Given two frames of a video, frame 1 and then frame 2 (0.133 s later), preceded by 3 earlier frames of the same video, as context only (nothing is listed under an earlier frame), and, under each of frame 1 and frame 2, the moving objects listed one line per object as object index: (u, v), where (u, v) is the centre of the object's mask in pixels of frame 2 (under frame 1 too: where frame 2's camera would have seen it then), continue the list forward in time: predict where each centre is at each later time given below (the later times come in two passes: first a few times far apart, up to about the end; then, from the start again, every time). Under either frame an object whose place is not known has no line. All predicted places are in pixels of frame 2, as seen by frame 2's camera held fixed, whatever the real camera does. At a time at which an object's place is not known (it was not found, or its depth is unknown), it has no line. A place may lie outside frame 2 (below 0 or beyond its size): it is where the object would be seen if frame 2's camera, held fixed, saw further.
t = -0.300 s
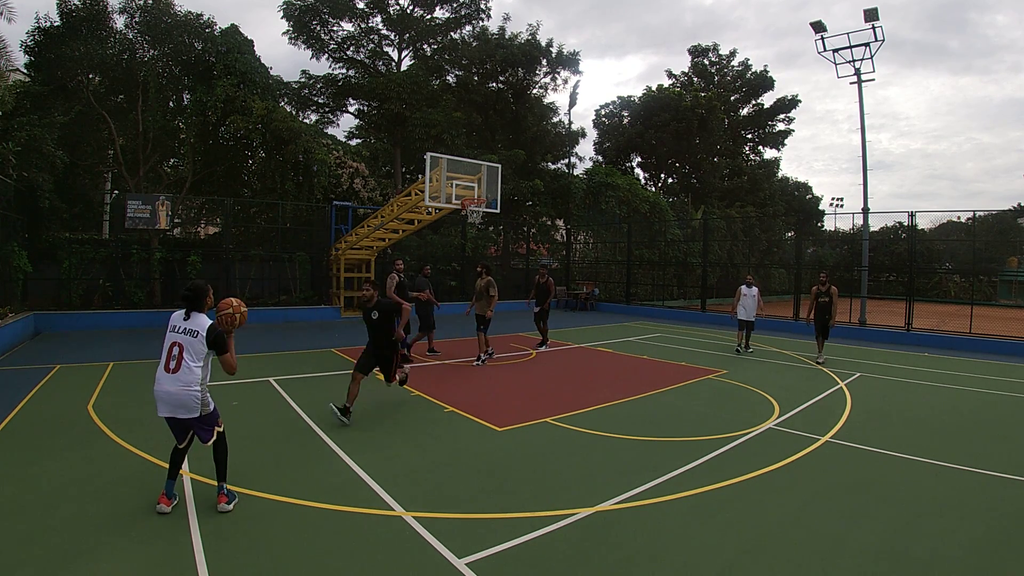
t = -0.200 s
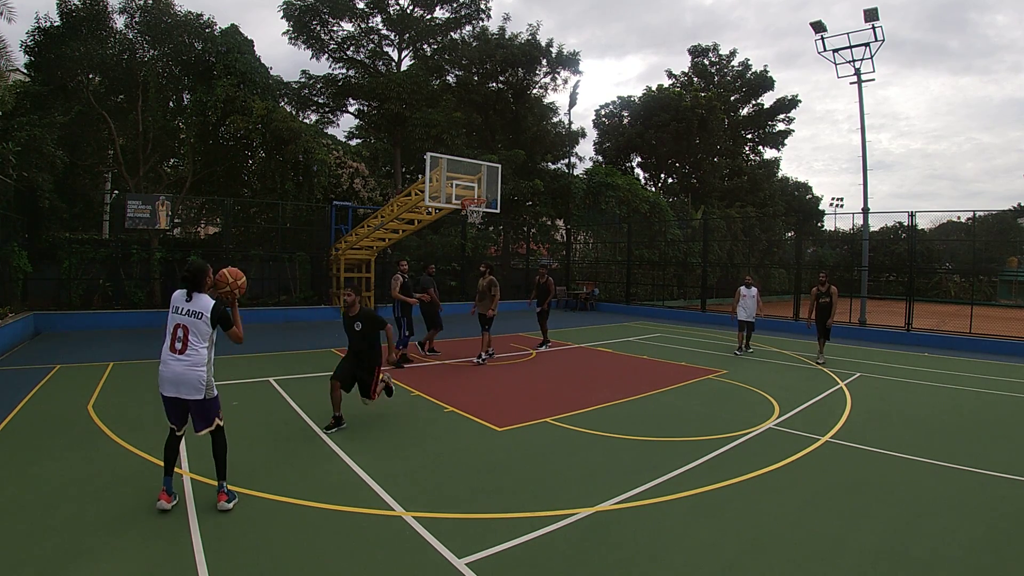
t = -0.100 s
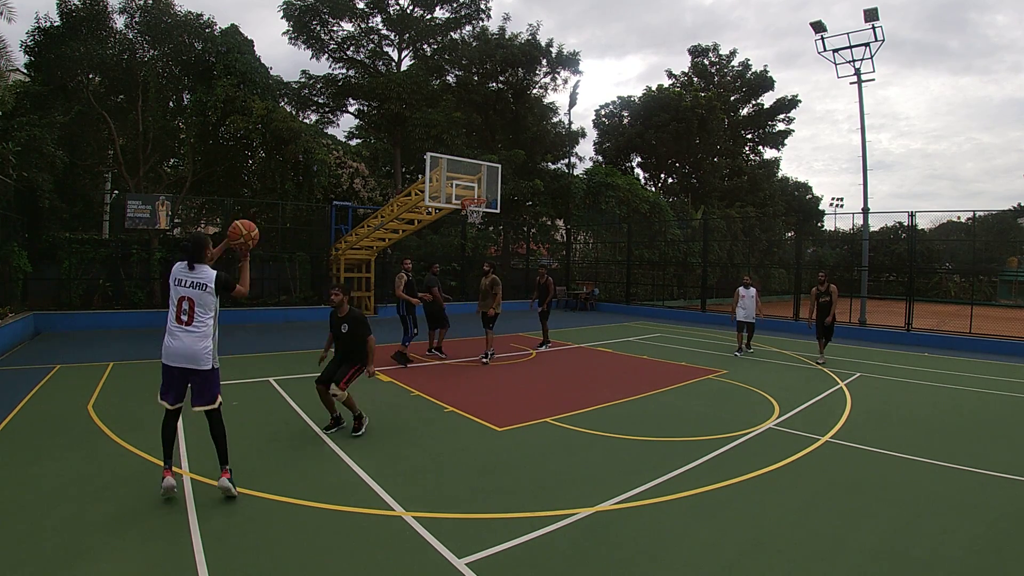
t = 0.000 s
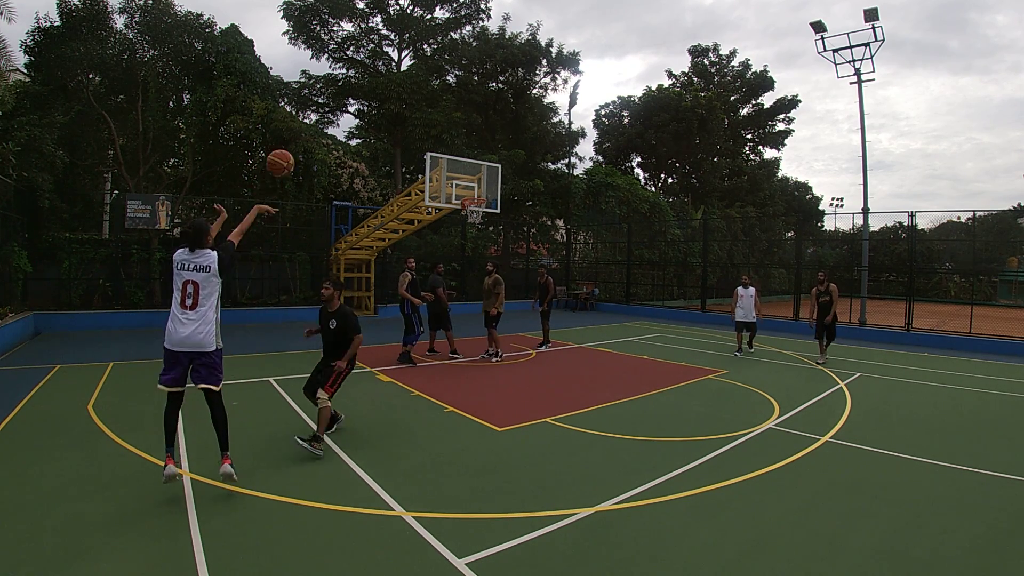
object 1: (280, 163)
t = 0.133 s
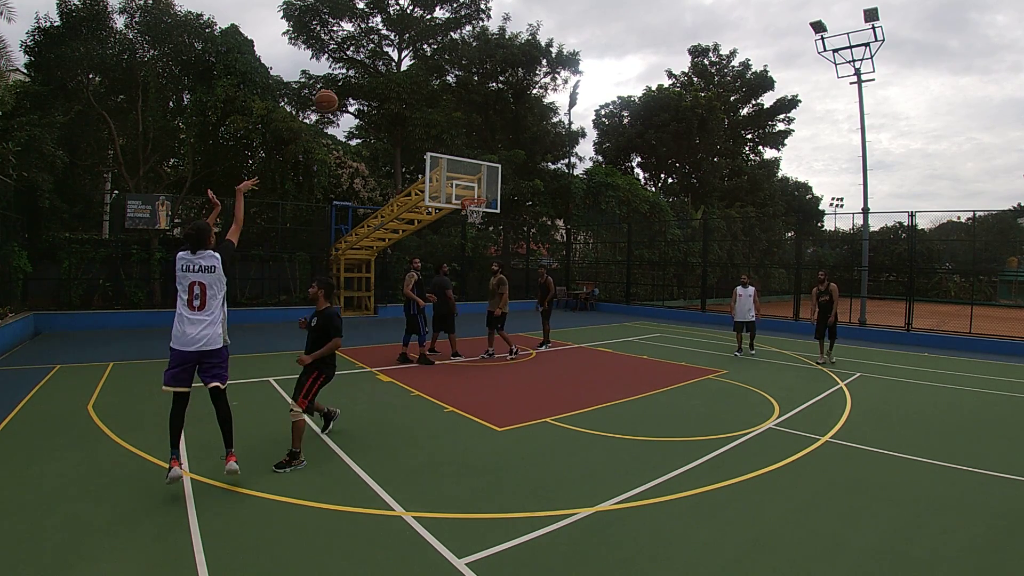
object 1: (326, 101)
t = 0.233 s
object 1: (352, 76)
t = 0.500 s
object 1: (403, 61)
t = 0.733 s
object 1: (432, 86)
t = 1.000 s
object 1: (454, 142)
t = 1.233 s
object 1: (461, 188)
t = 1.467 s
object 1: (424, 156)
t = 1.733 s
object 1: (372, 153)
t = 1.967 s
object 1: (318, 189)
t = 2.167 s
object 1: (266, 256)
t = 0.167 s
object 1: (335, 92)
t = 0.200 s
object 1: (344, 84)
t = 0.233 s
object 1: (352, 76)
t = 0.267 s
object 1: (360, 70)
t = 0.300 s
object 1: (367, 67)
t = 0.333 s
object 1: (374, 63)
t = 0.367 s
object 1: (381, 61)
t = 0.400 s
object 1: (387, 60)
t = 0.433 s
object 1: (393, 61)
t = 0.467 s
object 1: (398, 60)
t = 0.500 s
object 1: (403, 61)
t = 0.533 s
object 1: (408, 63)
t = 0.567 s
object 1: (413, 65)
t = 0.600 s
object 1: (417, 68)
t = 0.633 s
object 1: (421, 72)
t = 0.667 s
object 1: (425, 76)
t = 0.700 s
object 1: (428, 80)
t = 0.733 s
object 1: (432, 86)
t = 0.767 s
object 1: (435, 92)
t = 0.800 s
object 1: (438, 97)
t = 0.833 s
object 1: (441, 103)
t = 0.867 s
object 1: (444, 110)
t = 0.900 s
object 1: (446, 118)
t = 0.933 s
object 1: (449, 126)
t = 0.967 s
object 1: (452, 133)
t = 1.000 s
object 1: (454, 142)
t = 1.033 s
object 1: (457, 150)
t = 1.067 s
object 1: (459, 159)
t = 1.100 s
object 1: (461, 168)
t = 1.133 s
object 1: (463, 177)
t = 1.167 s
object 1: (465, 187)
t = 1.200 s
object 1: (465, 194)
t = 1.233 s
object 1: (461, 188)
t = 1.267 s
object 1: (456, 183)
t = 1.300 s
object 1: (451, 177)
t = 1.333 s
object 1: (446, 172)
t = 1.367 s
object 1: (440, 167)
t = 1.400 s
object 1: (435, 163)
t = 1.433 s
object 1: (429, 159)
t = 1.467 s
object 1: (424, 156)
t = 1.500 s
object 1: (418, 154)
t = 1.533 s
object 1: (412, 152)
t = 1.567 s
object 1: (406, 151)
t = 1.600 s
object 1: (399, 150)
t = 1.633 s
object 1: (393, 150)
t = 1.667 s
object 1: (386, 150)
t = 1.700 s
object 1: (379, 151)
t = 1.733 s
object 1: (372, 153)
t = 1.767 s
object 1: (365, 155)
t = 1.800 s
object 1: (358, 159)
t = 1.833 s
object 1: (350, 164)
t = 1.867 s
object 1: (342, 169)
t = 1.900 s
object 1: (334, 174)
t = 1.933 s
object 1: (327, 181)
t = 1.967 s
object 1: (318, 189)
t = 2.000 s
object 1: (310, 197)
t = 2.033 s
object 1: (301, 207)
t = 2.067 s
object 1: (292, 217)
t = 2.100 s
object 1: (284, 229)
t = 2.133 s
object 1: (274, 242)
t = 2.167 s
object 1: (266, 256)
